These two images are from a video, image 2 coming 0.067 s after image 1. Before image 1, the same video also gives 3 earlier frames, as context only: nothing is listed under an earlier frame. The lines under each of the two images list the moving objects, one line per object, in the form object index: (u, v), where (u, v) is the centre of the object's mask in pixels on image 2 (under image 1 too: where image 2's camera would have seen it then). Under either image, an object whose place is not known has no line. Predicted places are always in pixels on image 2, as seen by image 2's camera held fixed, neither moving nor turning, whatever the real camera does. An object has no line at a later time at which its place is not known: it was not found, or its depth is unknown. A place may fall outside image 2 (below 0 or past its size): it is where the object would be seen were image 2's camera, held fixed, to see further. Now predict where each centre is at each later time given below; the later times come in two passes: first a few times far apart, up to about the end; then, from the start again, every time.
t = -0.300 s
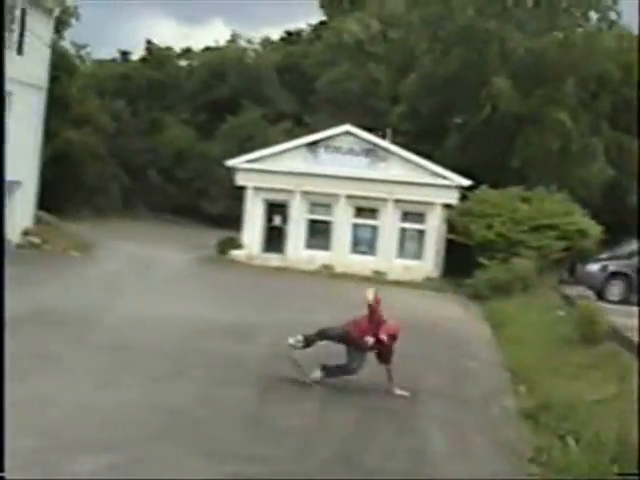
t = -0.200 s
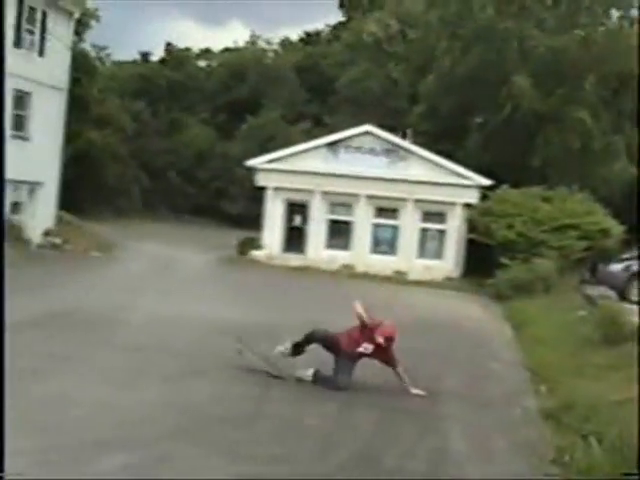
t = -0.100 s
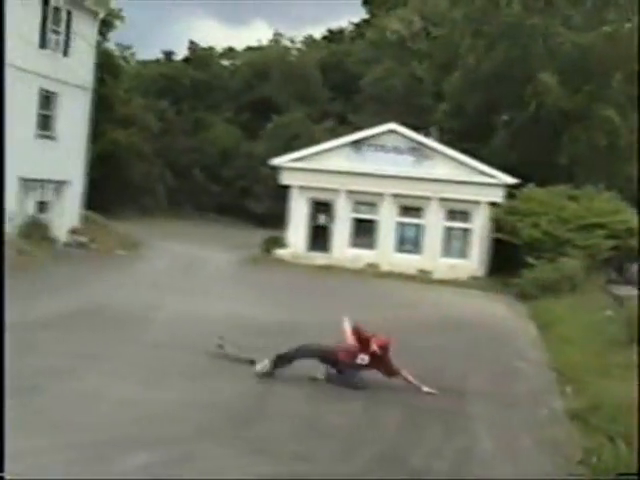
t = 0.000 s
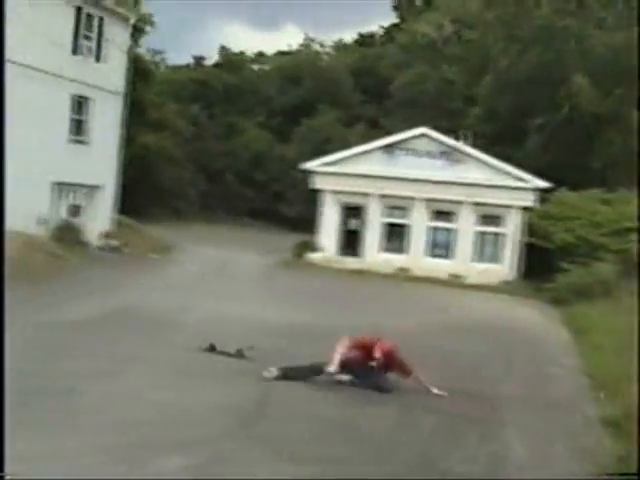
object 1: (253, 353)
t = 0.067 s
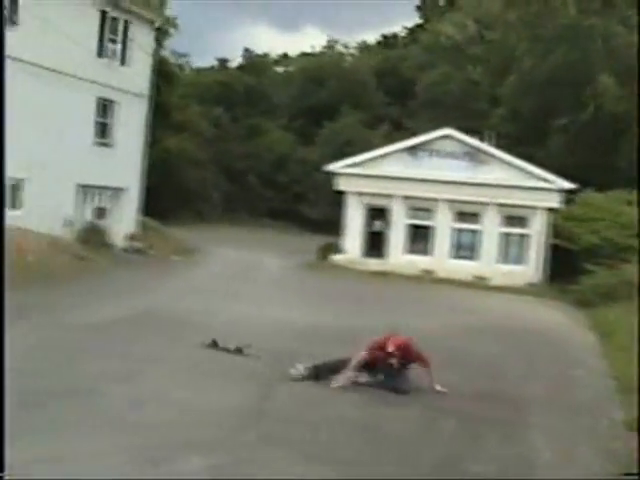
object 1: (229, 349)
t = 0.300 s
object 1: (160, 330)
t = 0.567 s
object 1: (106, 310)
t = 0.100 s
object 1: (219, 346)
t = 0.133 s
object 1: (208, 344)
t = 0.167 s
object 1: (197, 340)
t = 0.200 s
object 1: (184, 338)
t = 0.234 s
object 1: (175, 335)
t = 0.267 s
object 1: (168, 333)
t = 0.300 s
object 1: (160, 330)
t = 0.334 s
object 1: (154, 328)
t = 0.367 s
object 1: (144, 324)
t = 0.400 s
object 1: (137, 321)
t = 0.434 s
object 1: (130, 319)
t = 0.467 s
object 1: (125, 316)
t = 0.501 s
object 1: (119, 314)
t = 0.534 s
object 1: (112, 311)
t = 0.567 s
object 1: (106, 310)
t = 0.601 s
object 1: (100, 308)
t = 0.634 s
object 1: (96, 306)
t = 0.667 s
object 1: (90, 304)
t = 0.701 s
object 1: (86, 302)
